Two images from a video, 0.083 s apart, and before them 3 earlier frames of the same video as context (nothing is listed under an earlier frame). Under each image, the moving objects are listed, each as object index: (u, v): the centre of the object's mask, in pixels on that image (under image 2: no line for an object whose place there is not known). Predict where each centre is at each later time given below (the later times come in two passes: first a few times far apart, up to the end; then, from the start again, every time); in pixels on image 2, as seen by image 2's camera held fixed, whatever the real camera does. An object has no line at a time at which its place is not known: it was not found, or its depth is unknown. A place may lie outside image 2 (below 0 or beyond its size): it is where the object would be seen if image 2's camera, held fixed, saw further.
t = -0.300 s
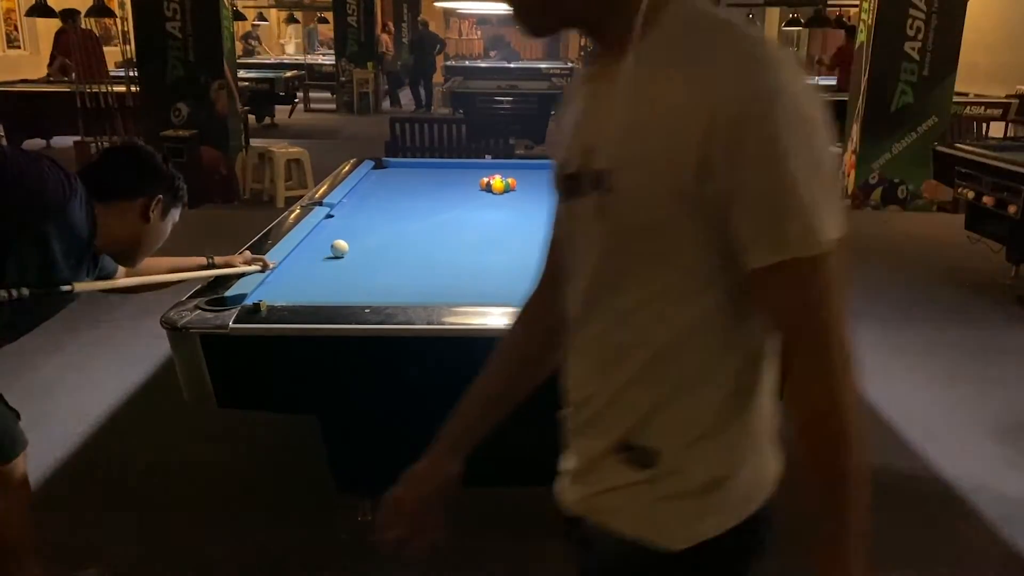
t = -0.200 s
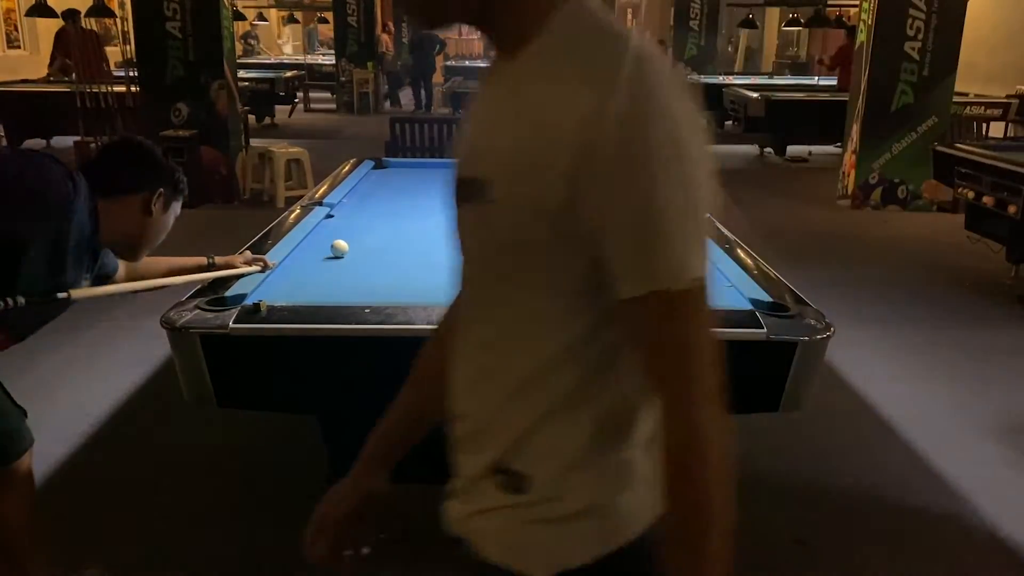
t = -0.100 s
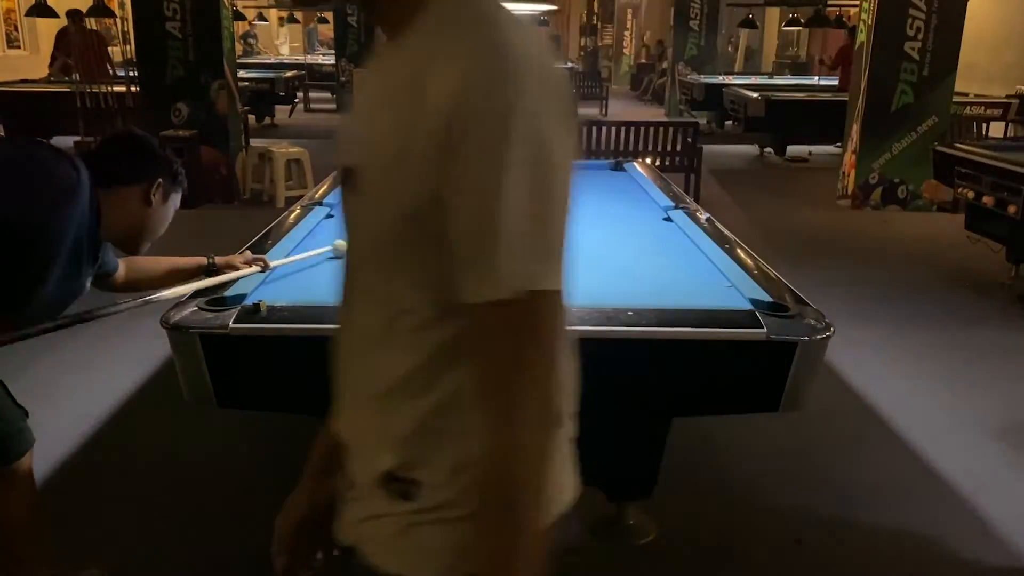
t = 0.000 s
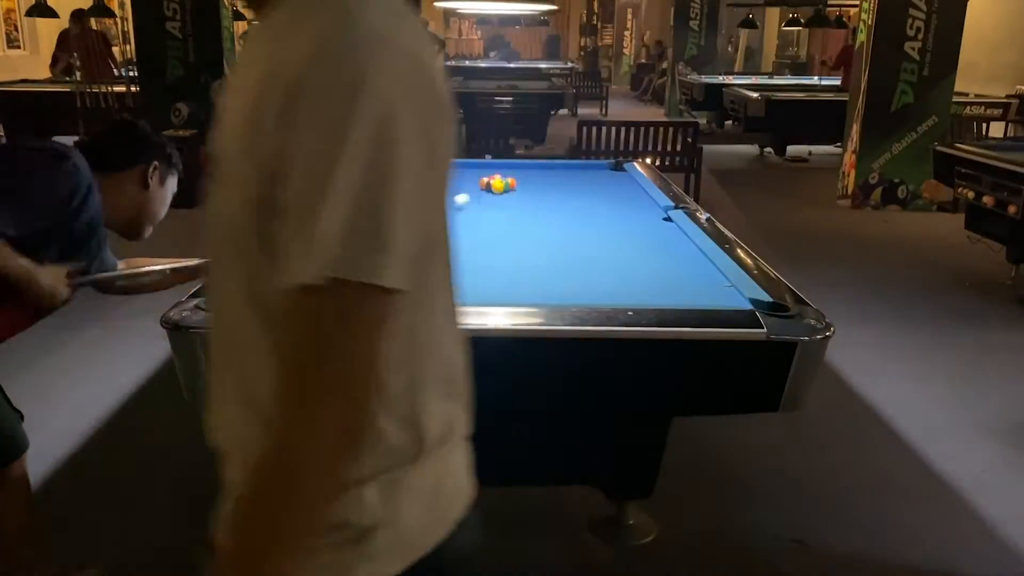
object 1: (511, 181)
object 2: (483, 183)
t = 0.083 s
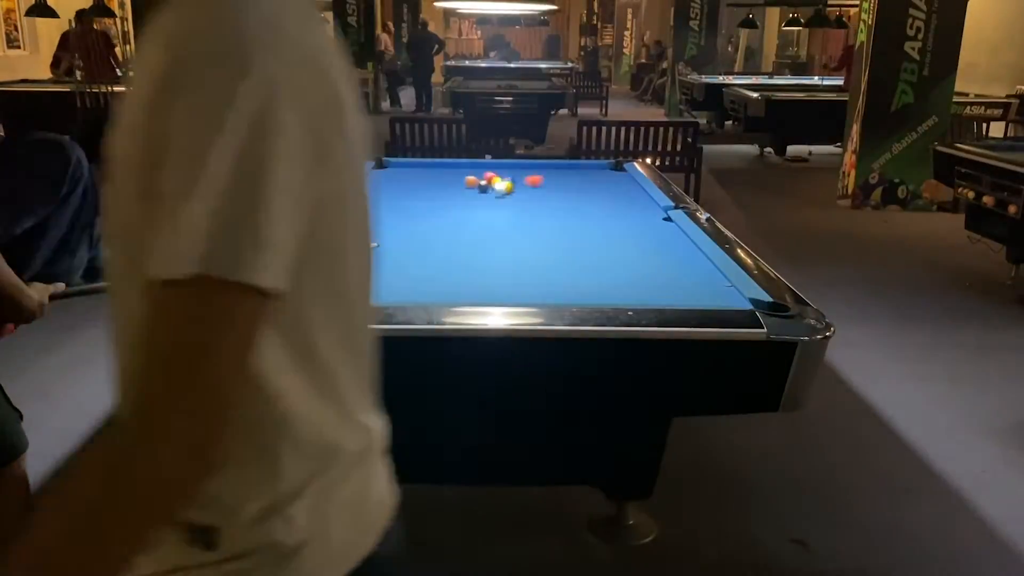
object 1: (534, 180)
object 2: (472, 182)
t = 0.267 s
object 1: (610, 170)
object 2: (407, 175)
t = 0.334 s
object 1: (587, 168)
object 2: (389, 173)
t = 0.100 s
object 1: (545, 179)
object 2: (464, 181)
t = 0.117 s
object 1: (555, 178)
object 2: (457, 181)
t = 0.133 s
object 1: (566, 177)
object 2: (451, 180)
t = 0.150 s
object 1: (576, 176)
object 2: (445, 179)
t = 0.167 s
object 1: (586, 175)
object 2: (439, 178)
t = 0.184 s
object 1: (596, 174)
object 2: (433, 178)
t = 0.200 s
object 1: (606, 173)
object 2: (428, 177)
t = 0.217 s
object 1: (614, 172)
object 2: (422, 177)
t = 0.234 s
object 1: (621, 171)
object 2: (418, 176)
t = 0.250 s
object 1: (617, 170)
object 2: (412, 176)
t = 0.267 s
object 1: (610, 170)
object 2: (407, 175)
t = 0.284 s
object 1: (604, 169)
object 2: (403, 174)
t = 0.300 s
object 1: (598, 169)
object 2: (398, 174)
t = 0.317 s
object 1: (592, 169)
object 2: (393, 174)
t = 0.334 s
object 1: (587, 168)
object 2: (389, 173)
